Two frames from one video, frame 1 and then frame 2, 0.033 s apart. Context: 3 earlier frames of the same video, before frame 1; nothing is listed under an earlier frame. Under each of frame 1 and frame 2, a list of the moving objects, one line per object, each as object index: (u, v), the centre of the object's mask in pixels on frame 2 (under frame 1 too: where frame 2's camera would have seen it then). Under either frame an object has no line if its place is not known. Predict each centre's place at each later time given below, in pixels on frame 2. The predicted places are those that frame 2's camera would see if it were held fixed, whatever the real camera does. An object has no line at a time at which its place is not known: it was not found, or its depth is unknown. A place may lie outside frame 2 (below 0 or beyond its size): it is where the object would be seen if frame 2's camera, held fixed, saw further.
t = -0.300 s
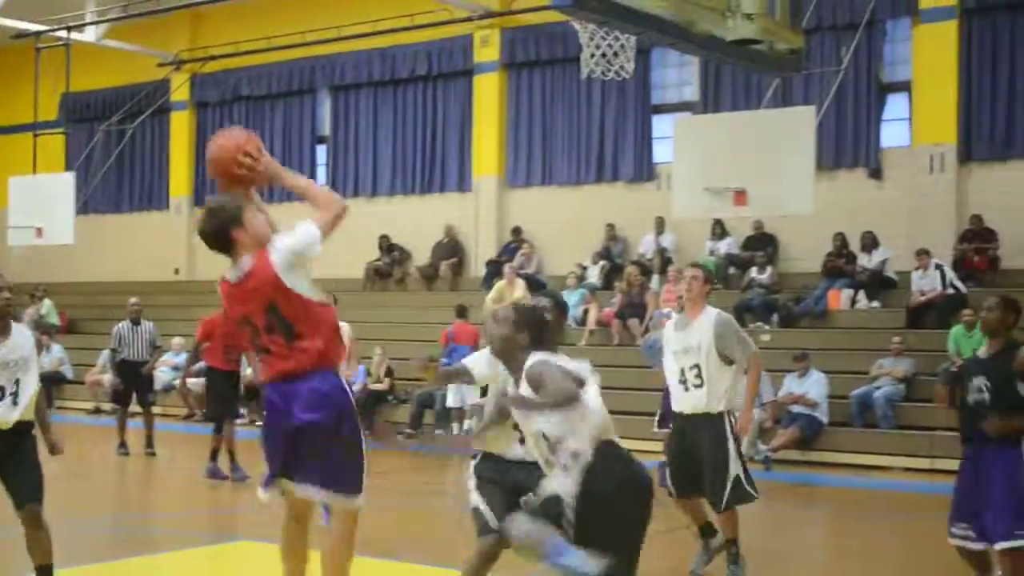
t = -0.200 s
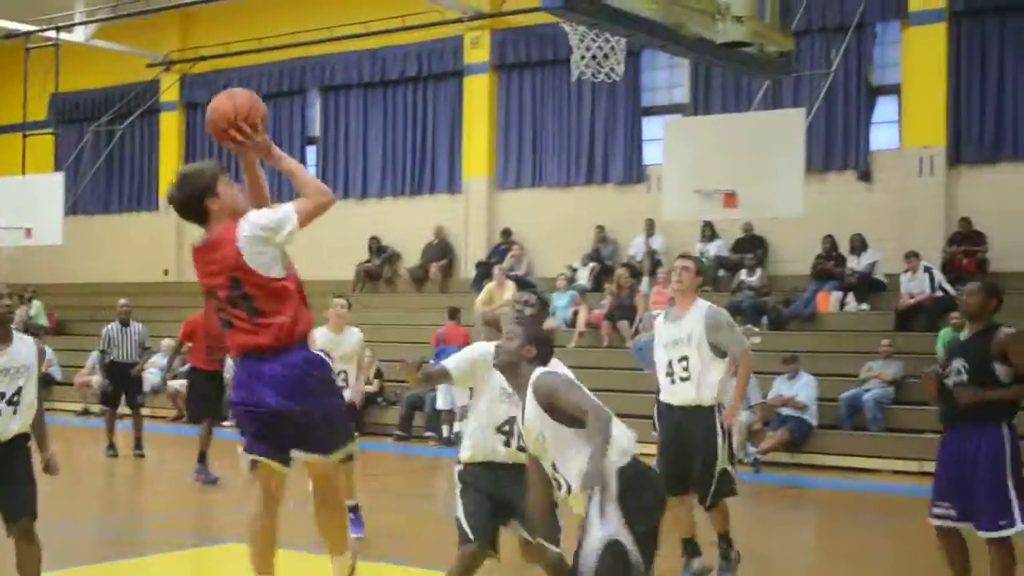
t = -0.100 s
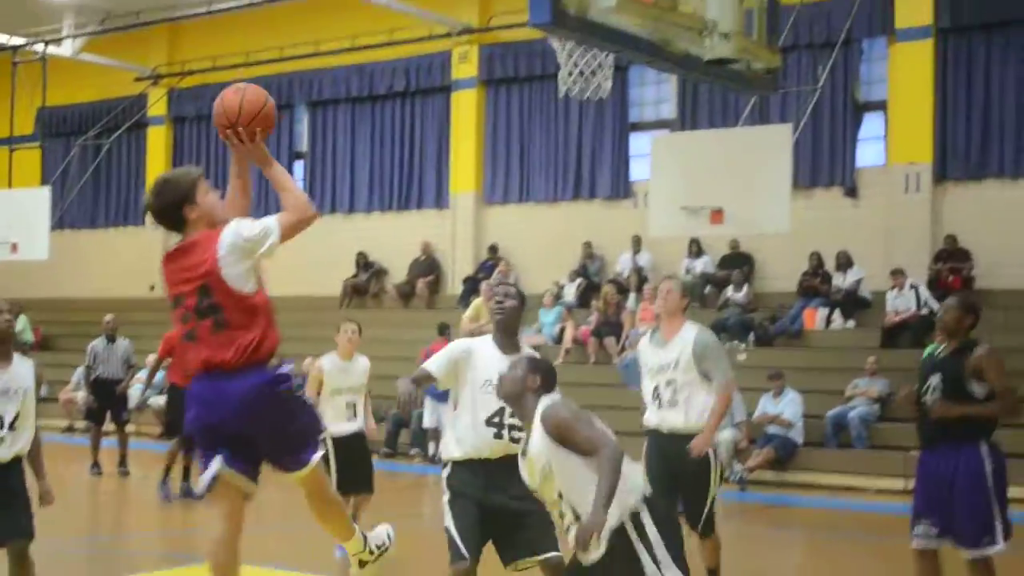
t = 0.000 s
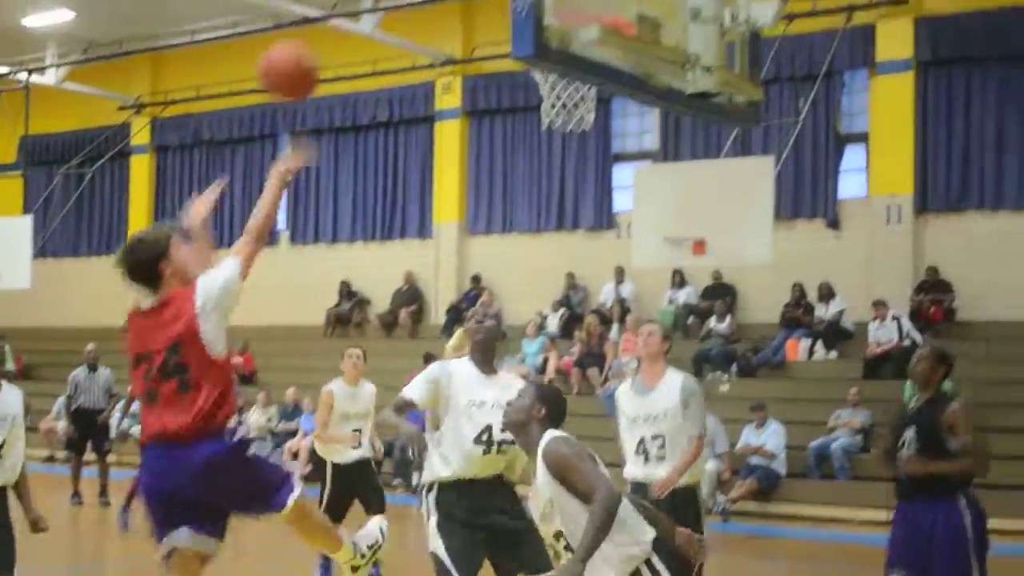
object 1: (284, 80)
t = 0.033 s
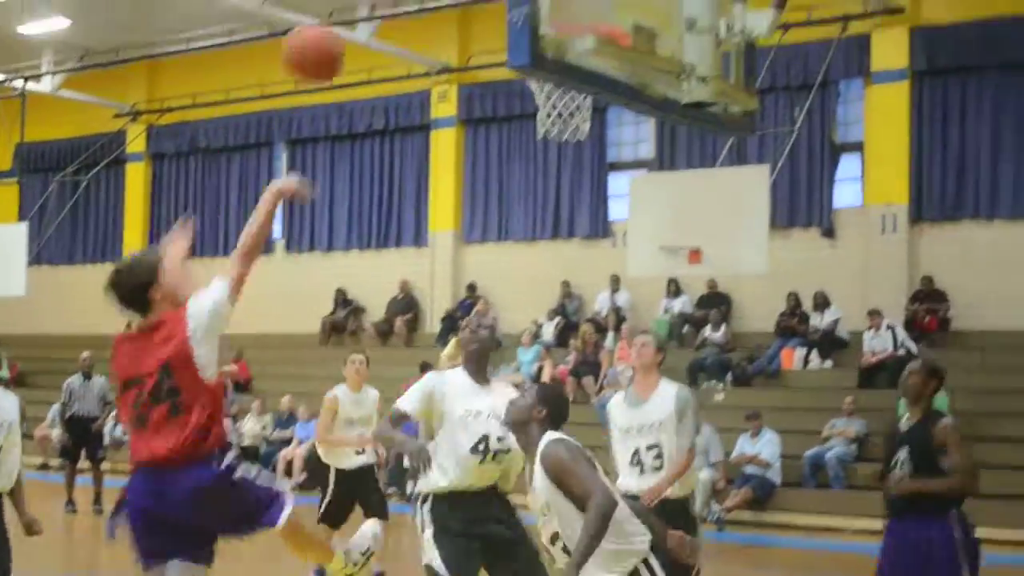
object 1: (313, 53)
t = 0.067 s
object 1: (341, 28)
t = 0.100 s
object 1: (371, 8)
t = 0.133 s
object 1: (398, -7)
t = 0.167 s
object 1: (426, -21)
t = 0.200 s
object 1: (455, -34)
